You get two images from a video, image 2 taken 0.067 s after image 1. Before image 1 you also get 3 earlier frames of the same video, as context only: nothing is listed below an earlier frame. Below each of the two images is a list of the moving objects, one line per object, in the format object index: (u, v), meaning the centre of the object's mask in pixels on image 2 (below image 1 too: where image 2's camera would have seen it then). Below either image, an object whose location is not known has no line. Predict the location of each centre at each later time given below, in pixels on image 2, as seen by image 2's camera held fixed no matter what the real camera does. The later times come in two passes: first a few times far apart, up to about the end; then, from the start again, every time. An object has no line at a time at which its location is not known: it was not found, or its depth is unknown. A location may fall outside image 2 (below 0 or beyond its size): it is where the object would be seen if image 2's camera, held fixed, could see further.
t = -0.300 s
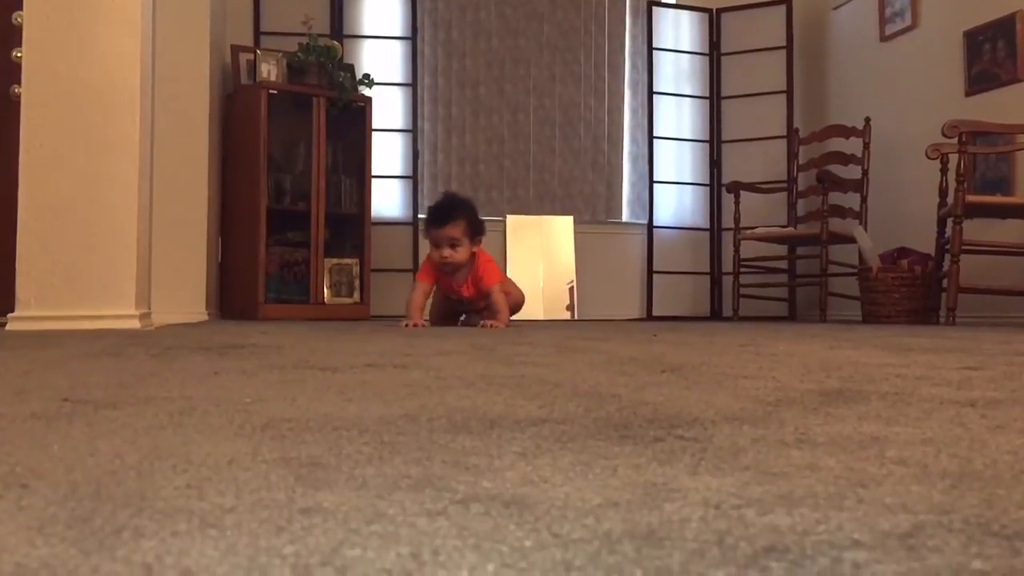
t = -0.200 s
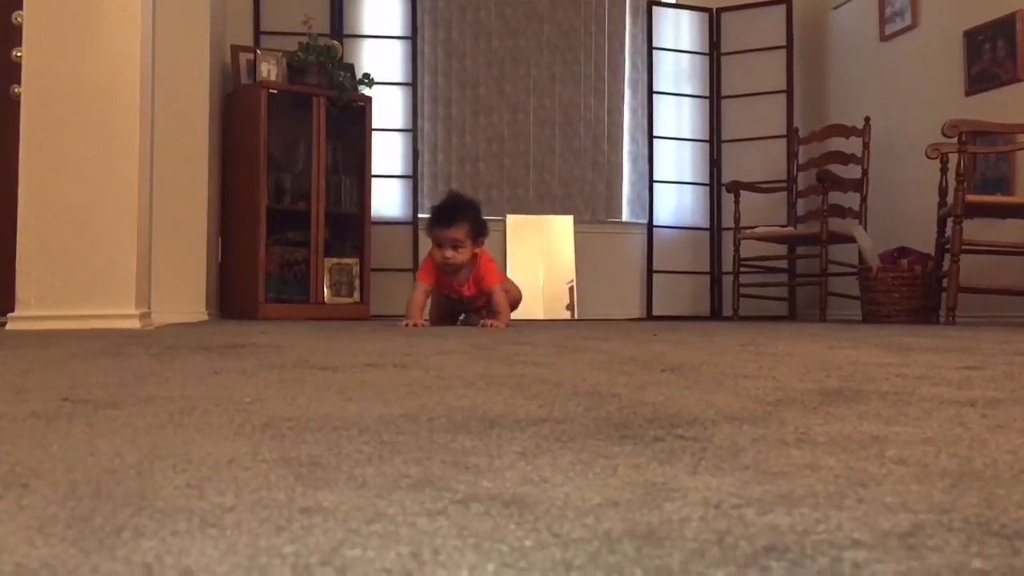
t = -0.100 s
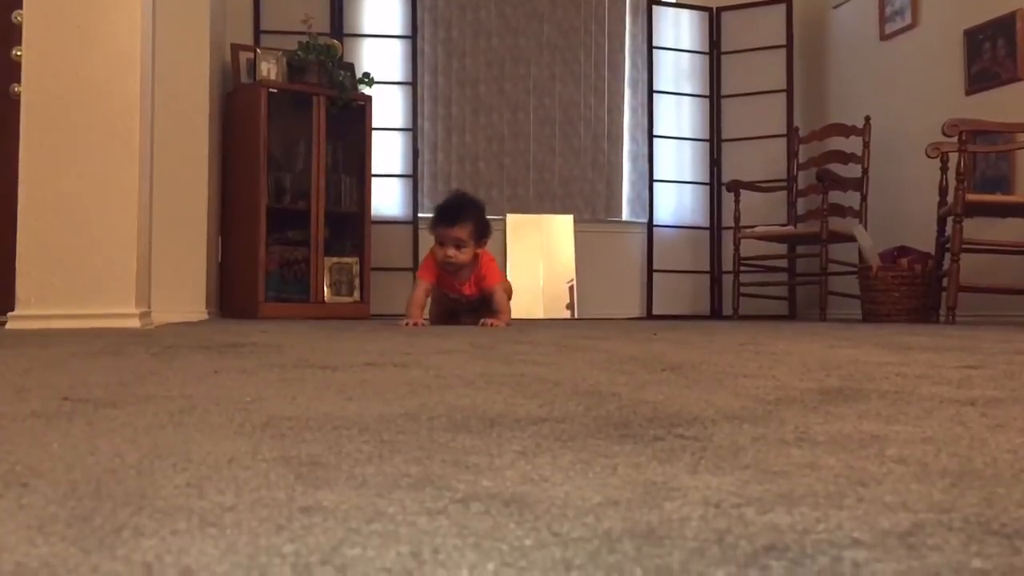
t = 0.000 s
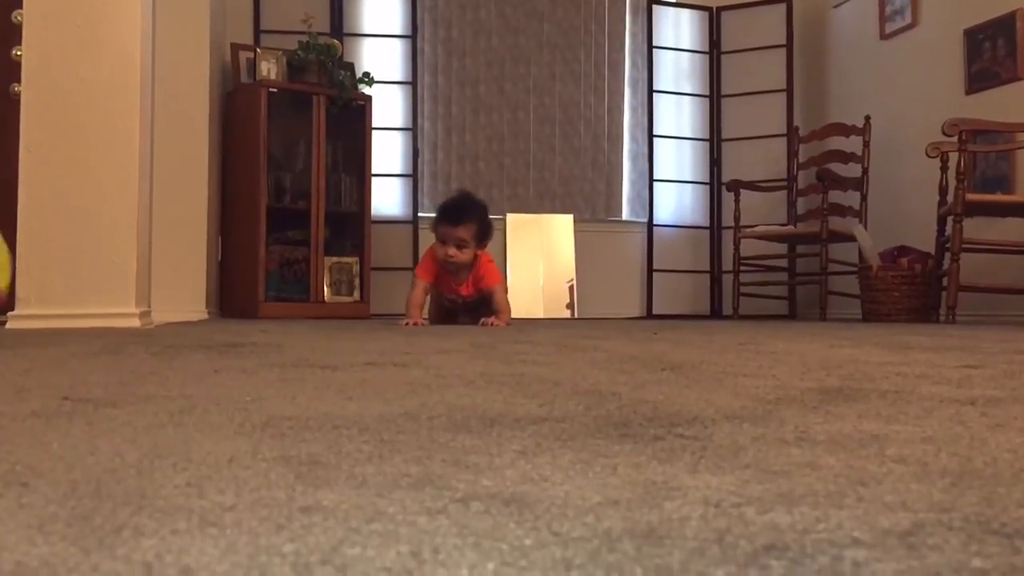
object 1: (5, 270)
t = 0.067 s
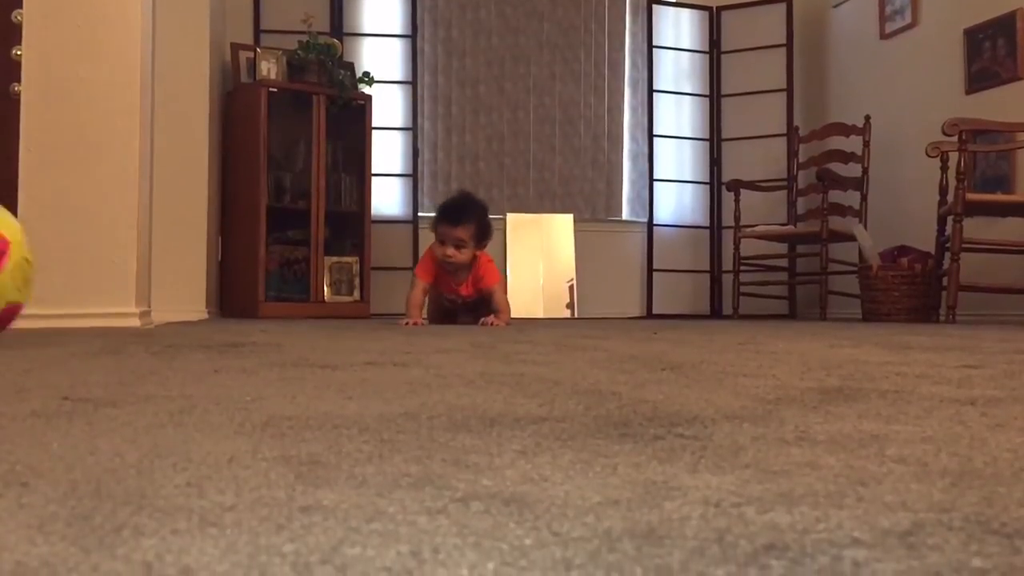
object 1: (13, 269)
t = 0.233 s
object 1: (37, 268)
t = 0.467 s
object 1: (71, 269)
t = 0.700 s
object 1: (92, 269)
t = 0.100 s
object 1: (18, 268)
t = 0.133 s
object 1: (23, 270)
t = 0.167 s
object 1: (28, 270)
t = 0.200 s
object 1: (33, 269)
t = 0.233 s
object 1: (37, 268)
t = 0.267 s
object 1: (42, 267)
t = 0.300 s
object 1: (47, 267)
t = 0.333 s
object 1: (52, 267)
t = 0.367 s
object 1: (57, 268)
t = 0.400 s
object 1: (62, 268)
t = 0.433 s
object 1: (66, 269)
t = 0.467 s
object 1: (71, 269)
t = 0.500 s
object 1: (75, 269)
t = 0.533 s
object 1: (78, 269)
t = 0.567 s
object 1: (81, 269)
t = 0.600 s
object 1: (83, 269)
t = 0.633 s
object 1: (86, 269)
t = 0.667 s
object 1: (89, 269)
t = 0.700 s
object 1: (92, 269)
